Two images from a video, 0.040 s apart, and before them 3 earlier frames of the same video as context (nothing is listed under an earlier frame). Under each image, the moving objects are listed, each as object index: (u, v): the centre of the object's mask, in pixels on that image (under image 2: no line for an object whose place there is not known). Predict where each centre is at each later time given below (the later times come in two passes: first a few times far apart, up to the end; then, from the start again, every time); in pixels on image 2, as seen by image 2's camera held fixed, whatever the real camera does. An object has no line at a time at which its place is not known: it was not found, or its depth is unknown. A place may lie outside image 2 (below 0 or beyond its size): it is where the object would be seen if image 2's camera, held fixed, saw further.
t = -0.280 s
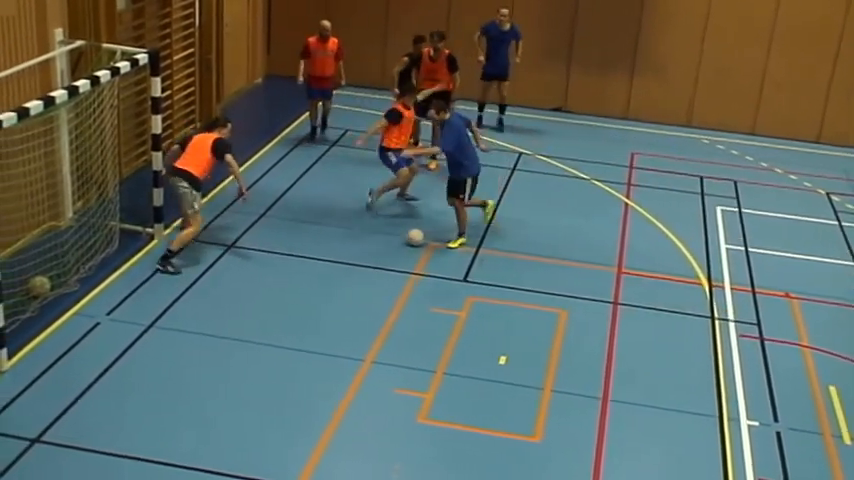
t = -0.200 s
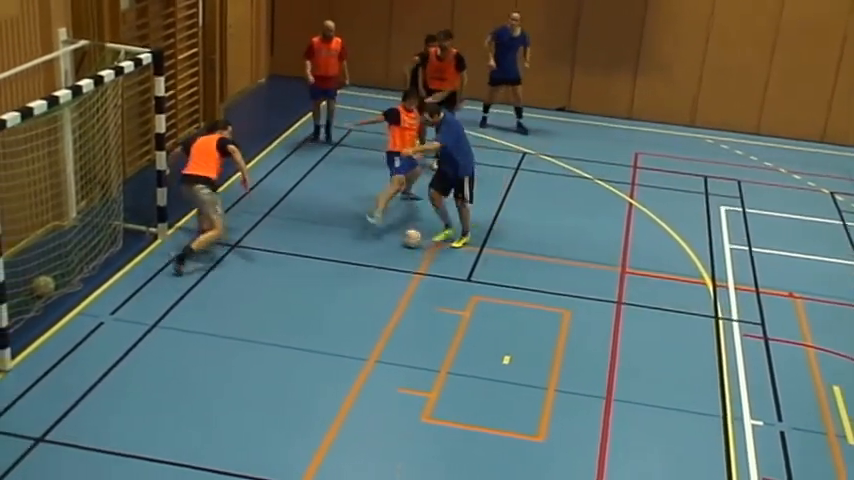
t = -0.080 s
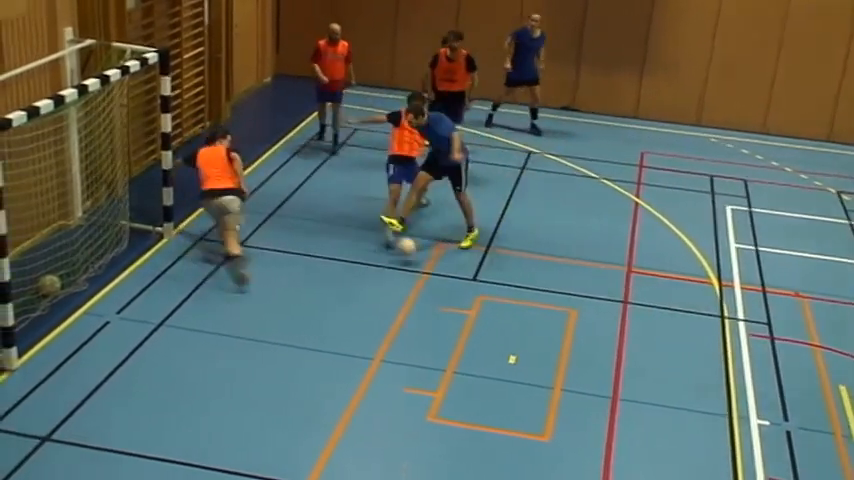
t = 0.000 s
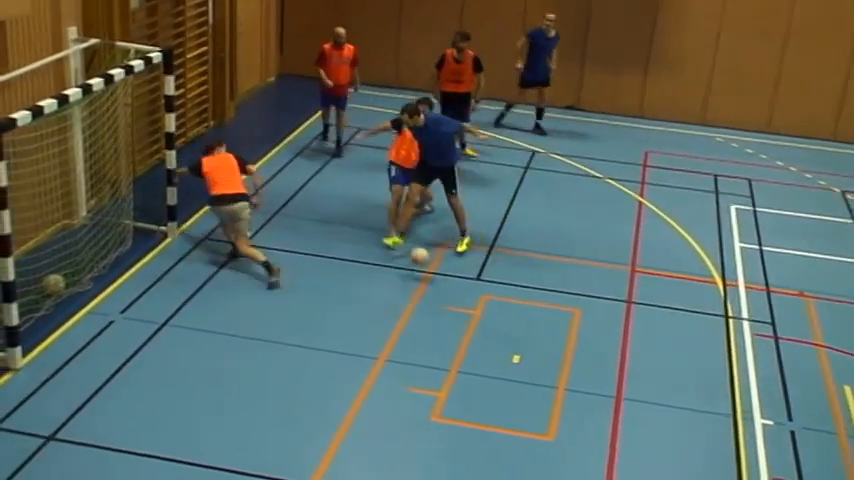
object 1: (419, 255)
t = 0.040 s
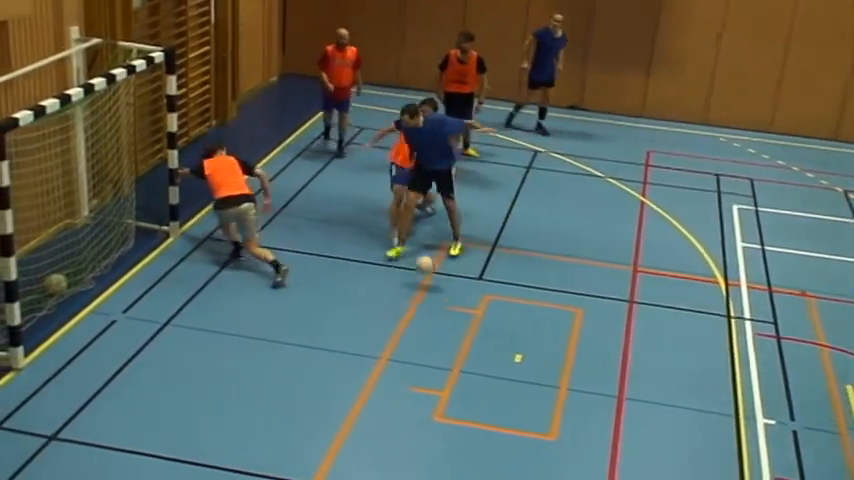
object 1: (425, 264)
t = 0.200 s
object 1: (442, 315)
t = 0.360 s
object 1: (462, 352)
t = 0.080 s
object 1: (430, 273)
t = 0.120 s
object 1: (433, 284)
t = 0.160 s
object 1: (439, 298)
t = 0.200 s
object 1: (442, 315)
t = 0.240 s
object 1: (446, 326)
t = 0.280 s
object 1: (452, 335)
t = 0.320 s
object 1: (458, 344)
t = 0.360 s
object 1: (462, 352)
